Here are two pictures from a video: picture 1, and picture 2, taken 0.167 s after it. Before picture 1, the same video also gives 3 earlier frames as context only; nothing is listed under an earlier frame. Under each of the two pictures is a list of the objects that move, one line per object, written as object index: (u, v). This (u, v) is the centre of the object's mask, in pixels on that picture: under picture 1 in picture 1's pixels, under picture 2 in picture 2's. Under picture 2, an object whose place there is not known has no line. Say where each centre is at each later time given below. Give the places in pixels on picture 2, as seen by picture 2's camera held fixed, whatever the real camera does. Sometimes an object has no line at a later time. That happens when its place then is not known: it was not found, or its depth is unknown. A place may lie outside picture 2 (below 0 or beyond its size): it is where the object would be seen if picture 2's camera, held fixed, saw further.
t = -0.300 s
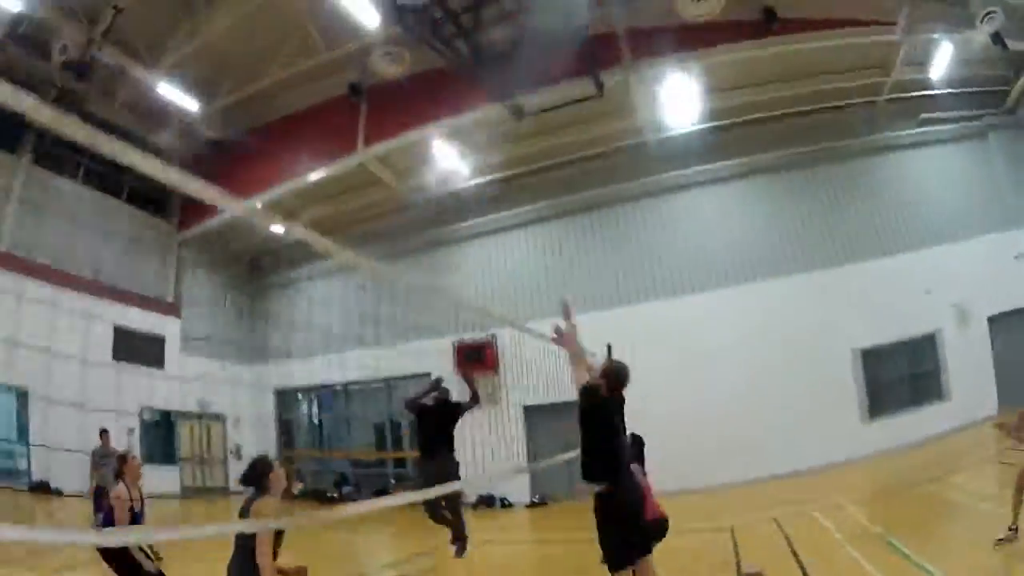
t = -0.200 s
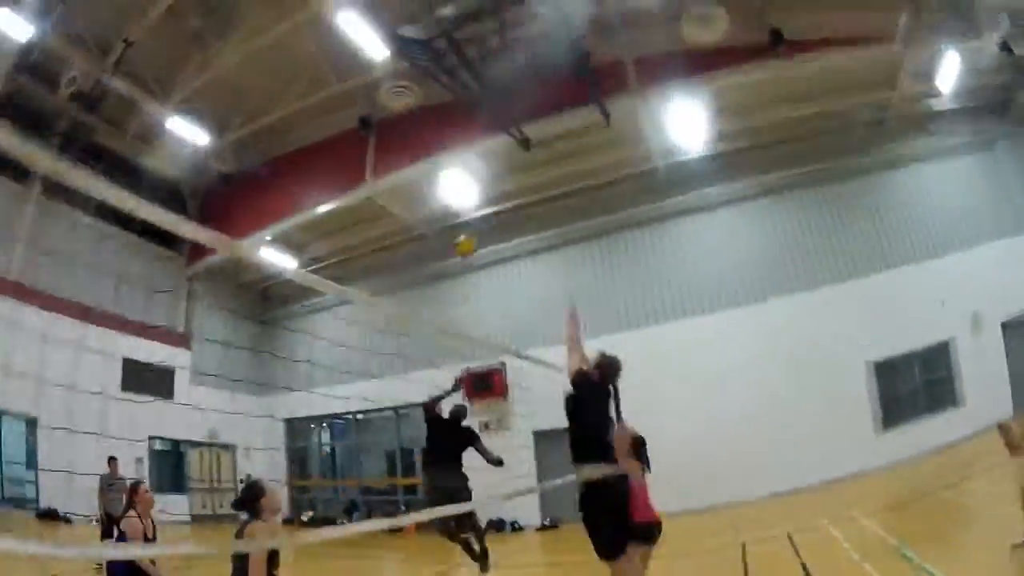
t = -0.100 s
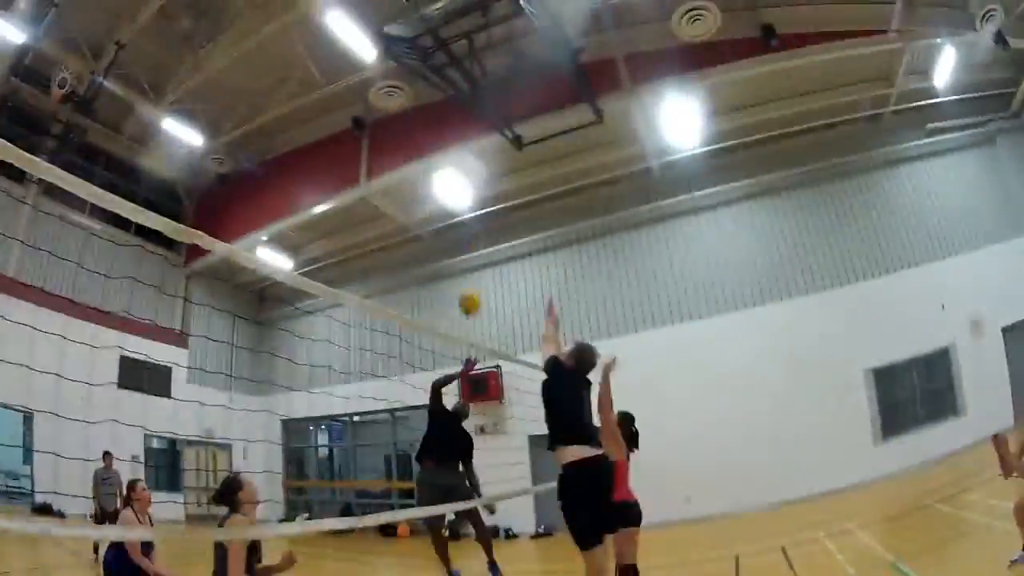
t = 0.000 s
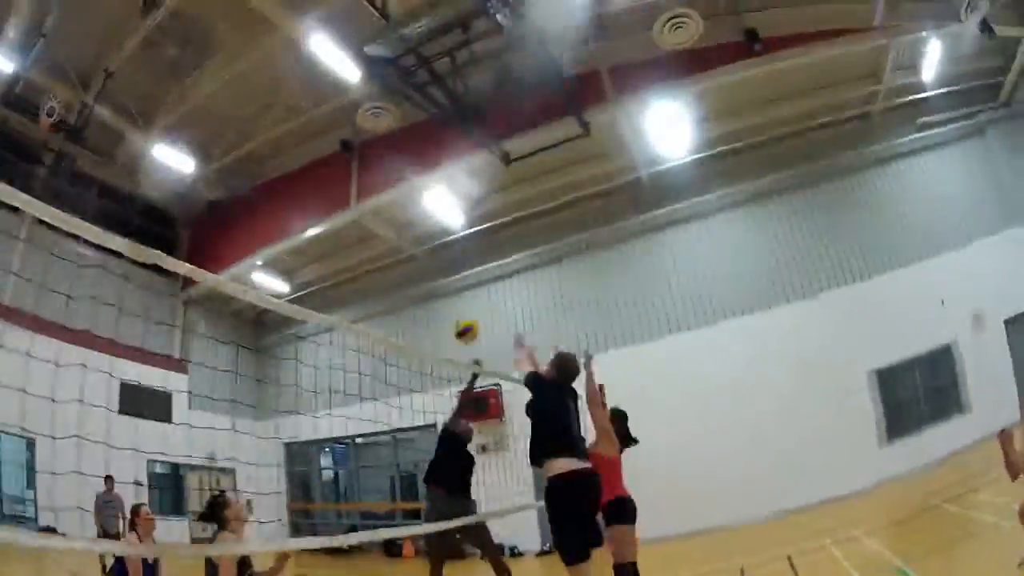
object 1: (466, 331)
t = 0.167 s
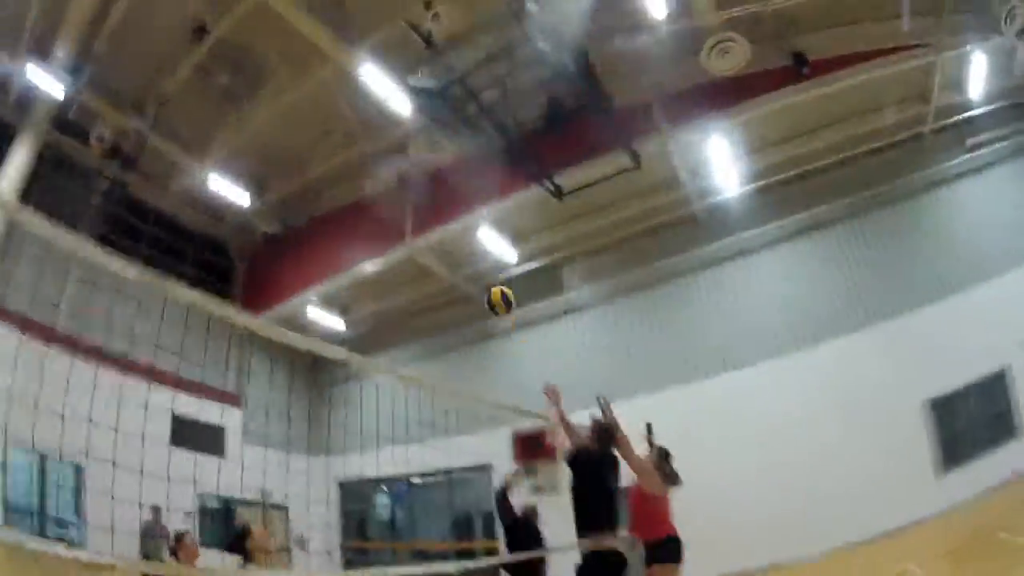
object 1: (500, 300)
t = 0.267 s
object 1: (491, 273)
